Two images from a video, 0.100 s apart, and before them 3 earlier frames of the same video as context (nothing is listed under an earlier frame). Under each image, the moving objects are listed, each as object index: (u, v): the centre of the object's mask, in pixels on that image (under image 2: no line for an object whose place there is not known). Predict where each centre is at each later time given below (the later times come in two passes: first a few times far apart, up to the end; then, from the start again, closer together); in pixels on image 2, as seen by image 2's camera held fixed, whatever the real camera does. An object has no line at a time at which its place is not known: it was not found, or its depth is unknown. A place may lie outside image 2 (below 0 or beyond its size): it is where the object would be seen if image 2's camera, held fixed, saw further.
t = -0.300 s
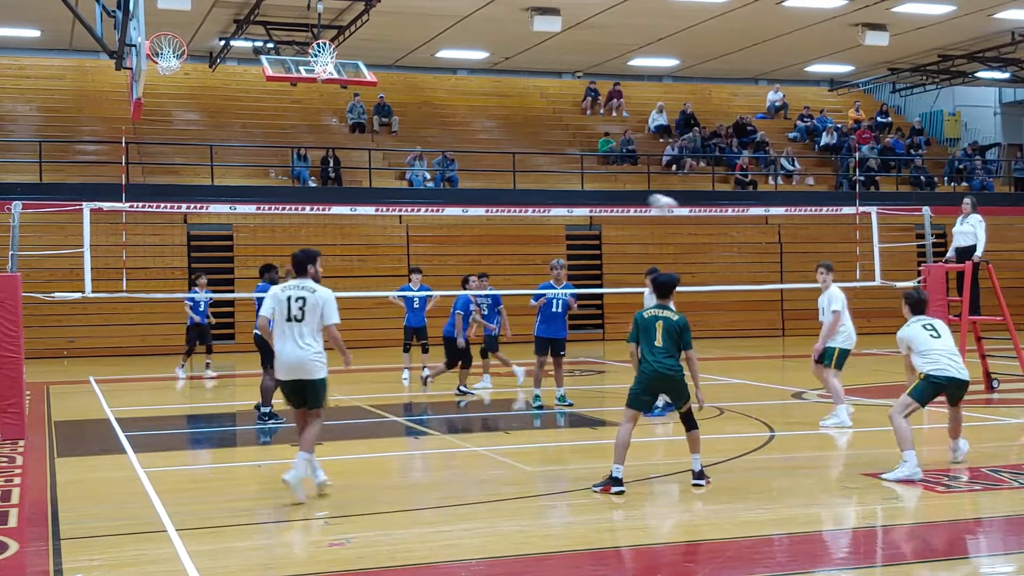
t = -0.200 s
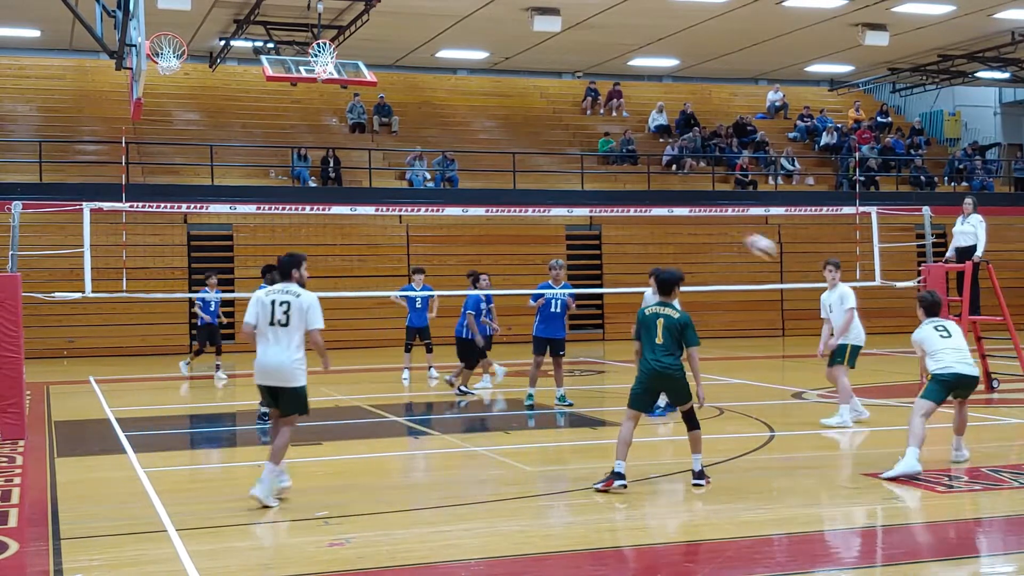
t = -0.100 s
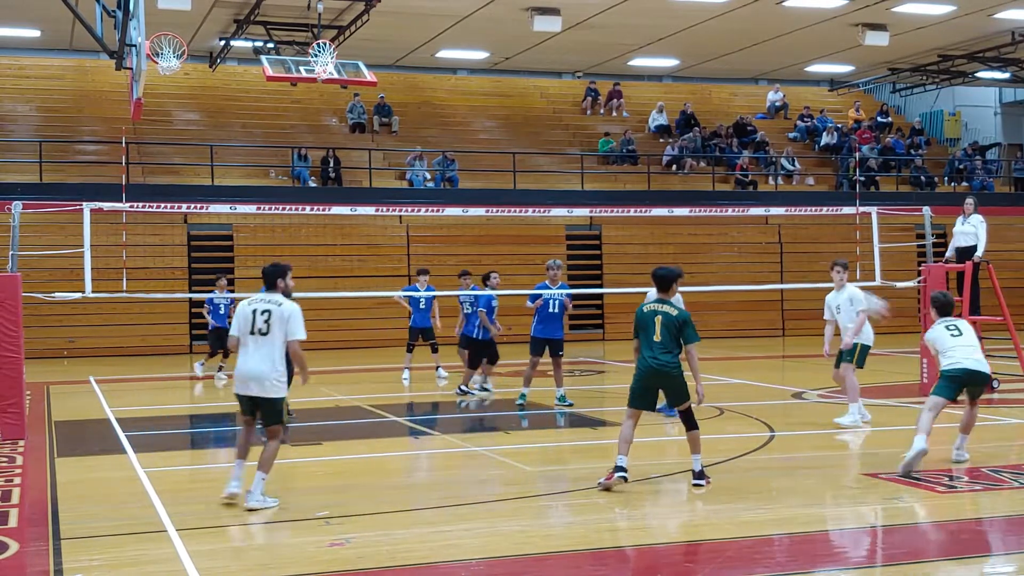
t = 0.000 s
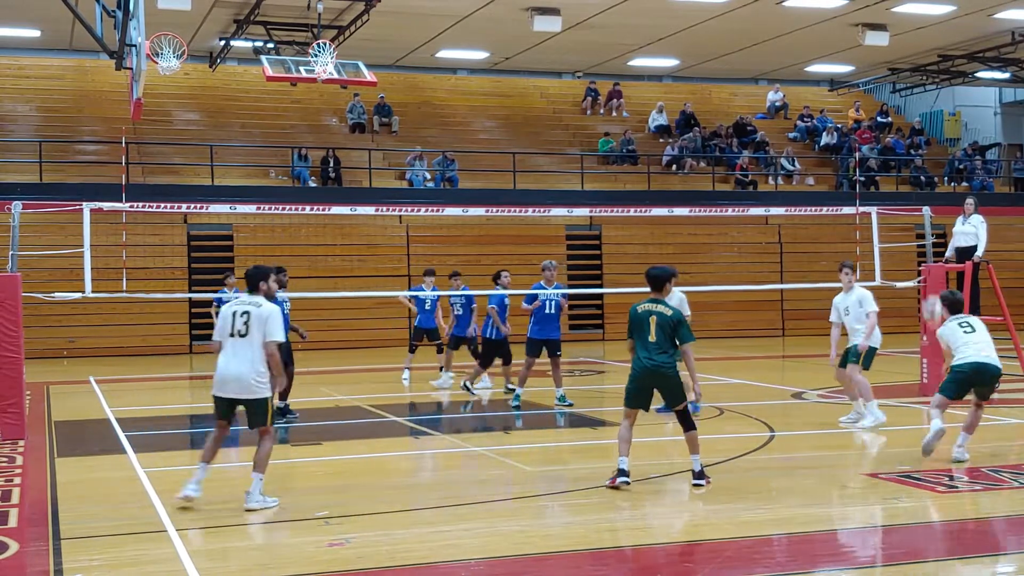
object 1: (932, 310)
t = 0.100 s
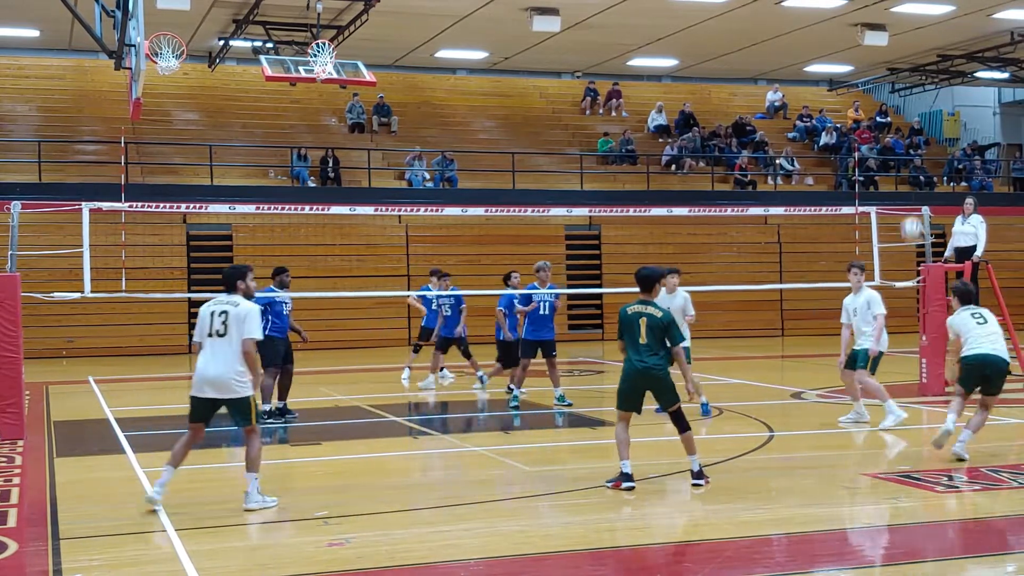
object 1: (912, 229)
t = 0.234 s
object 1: (887, 148)
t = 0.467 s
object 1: (852, 52)
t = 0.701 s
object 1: (824, 16)
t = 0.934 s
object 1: (801, 25)
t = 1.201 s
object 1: (777, 84)
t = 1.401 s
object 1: (758, 159)
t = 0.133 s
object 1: (905, 207)
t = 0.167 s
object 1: (899, 187)
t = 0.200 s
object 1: (894, 166)
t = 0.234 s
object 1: (887, 148)
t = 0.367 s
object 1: (866, 86)
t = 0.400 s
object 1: (862, 73)
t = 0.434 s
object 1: (858, 63)
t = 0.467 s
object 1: (852, 52)
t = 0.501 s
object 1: (848, 45)
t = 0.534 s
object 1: (844, 37)
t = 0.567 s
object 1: (840, 30)
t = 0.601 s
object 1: (836, 25)
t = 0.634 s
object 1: (832, 21)
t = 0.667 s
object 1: (828, 18)
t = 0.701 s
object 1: (824, 16)
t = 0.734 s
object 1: (821, 14)
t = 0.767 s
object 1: (817, 15)
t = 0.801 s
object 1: (813, 14)
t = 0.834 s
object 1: (810, 16)
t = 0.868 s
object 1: (807, 18)
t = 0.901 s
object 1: (804, 21)
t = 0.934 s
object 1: (801, 25)
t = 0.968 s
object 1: (798, 28)
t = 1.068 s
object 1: (788, 49)
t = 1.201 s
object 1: (777, 84)
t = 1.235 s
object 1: (775, 89)
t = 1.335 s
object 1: (765, 129)
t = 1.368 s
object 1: (762, 144)
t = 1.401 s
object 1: (758, 159)
